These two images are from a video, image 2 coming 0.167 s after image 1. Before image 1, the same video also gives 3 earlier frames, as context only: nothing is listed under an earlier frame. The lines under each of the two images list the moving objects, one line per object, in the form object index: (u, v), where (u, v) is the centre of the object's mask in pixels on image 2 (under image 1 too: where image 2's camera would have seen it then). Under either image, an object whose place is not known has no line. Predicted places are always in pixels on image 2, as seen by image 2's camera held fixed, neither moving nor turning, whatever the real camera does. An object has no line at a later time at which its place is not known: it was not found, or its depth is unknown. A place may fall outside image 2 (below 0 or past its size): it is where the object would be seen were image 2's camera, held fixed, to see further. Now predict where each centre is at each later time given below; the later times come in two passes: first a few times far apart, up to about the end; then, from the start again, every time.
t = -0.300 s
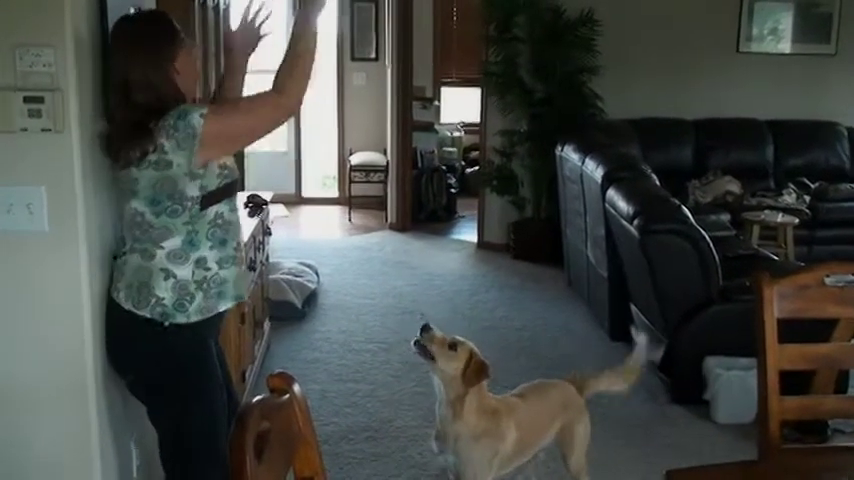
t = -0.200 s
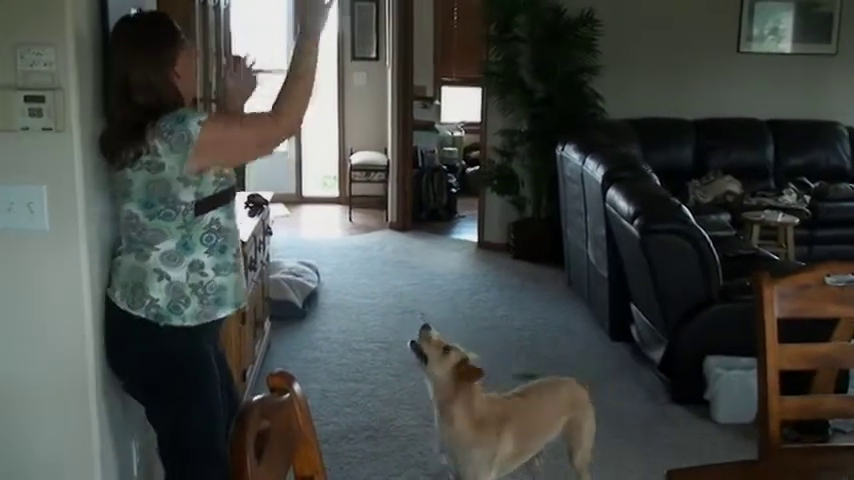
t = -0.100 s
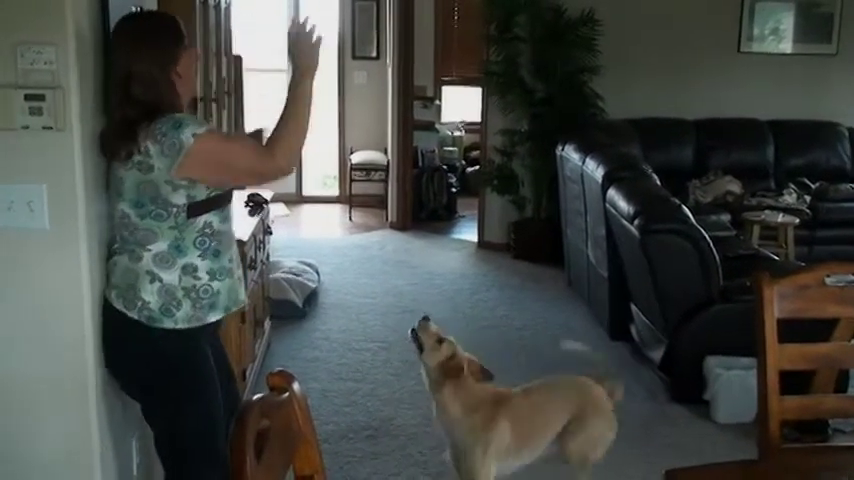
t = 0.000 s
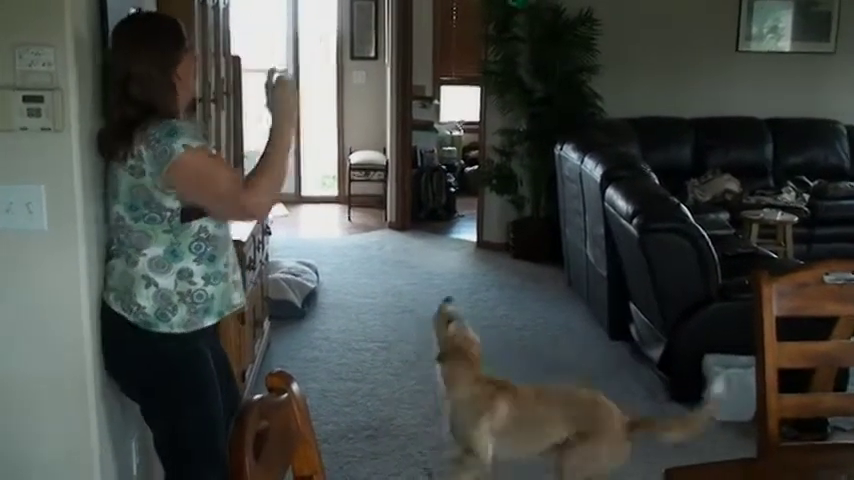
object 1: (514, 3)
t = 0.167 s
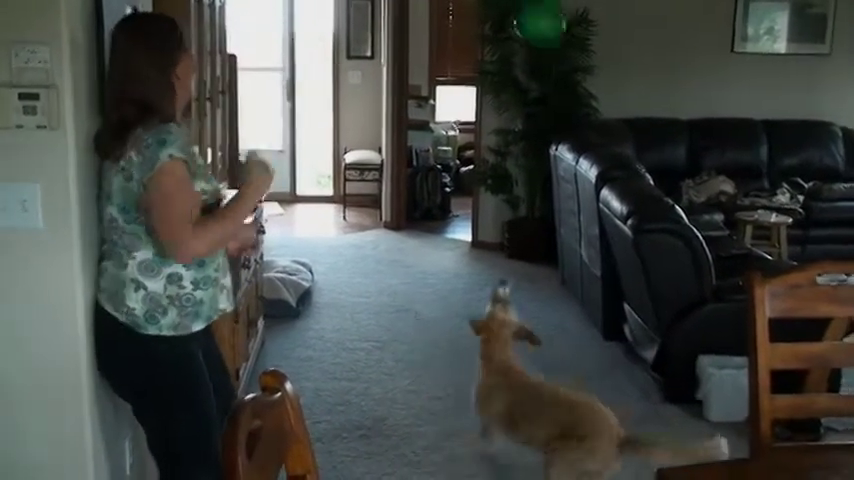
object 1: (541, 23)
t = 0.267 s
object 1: (553, 54)
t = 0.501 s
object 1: (574, 128)
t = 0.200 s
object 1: (545, 33)
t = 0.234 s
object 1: (549, 42)
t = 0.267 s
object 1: (553, 54)
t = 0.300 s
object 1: (557, 64)
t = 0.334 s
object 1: (561, 74)
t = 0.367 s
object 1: (565, 85)
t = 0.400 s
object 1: (567, 96)
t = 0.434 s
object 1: (570, 107)
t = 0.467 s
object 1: (573, 118)
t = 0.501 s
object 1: (574, 128)
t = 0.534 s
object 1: (576, 139)
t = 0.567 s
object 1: (576, 150)
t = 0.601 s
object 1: (575, 163)
